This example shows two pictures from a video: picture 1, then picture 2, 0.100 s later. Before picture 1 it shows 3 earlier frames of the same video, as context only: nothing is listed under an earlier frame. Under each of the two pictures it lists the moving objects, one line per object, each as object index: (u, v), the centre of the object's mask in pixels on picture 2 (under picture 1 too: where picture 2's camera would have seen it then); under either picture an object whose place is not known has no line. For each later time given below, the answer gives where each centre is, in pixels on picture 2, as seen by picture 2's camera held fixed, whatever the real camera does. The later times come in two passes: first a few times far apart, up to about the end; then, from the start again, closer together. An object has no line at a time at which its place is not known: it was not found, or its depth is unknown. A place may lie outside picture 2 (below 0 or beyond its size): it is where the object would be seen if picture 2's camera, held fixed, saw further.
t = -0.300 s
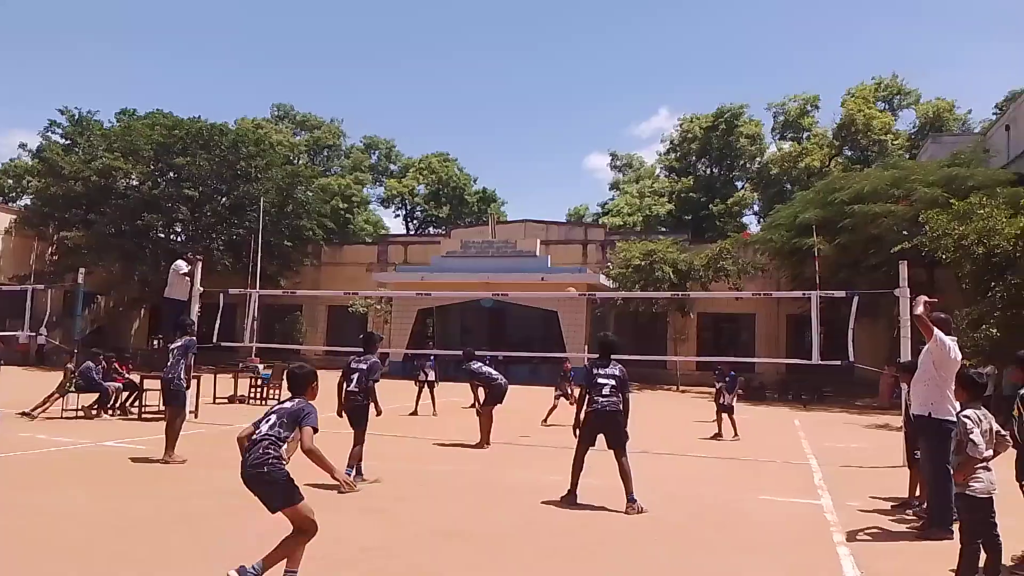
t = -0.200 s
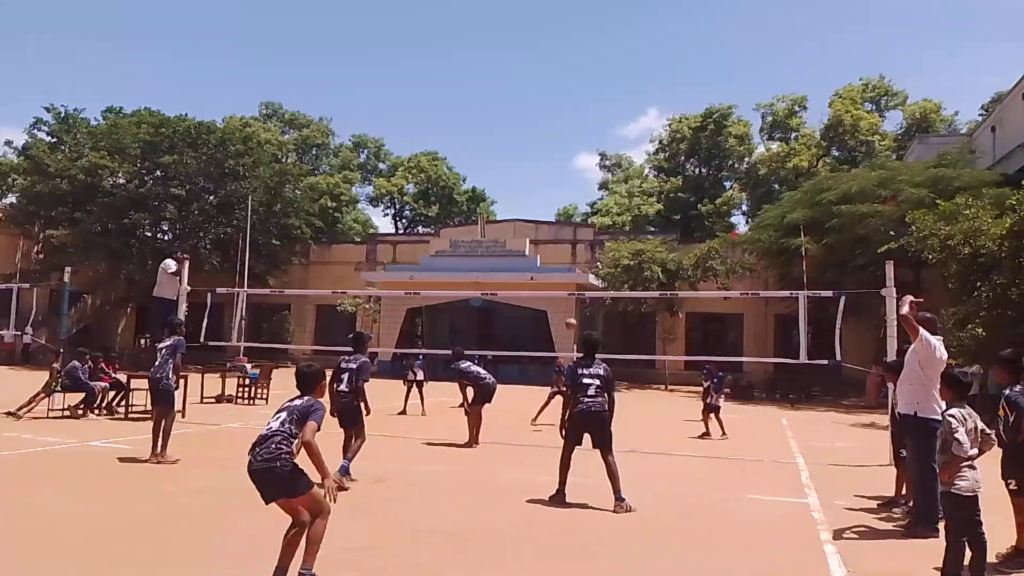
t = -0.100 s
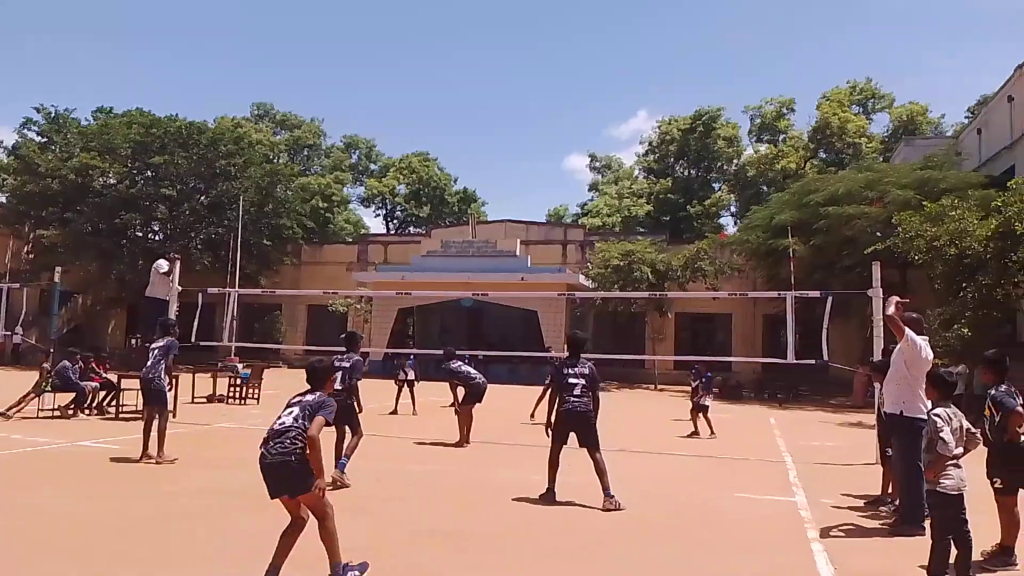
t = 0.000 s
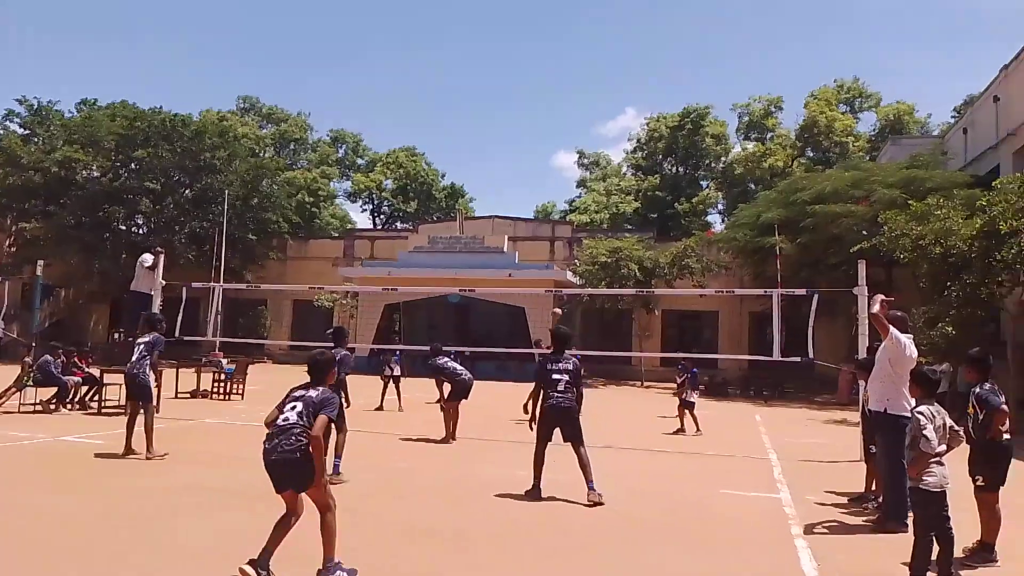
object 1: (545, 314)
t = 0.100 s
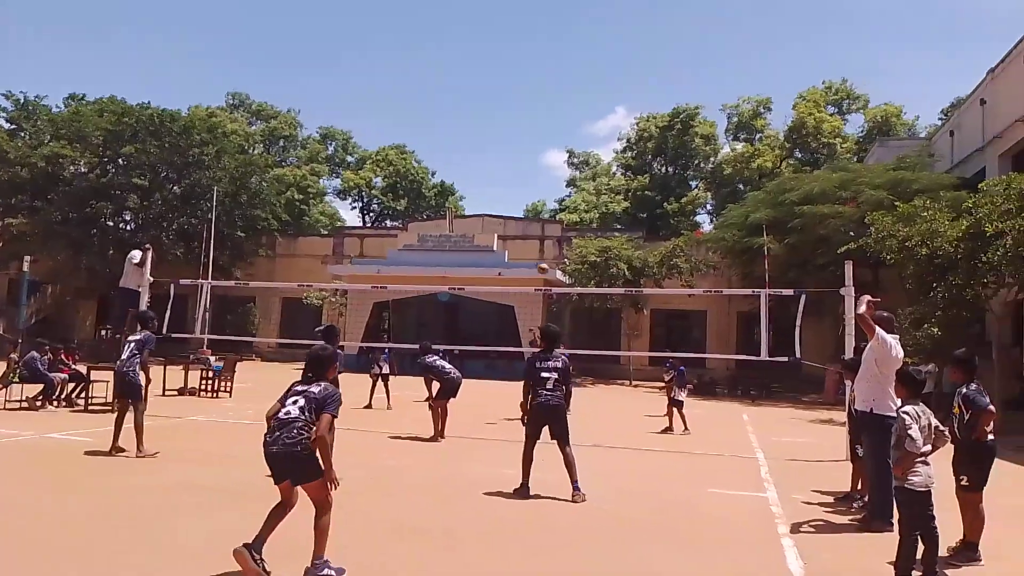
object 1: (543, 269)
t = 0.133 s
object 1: (542, 255)
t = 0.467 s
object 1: (528, 145)
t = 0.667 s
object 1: (516, 102)
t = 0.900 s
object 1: (500, 81)
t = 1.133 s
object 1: (477, 95)
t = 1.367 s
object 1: (450, 149)
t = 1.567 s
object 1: (424, 237)
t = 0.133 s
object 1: (542, 255)
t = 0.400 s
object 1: (531, 164)
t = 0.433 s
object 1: (530, 154)
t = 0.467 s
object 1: (528, 145)
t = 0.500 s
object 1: (526, 137)
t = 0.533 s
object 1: (525, 129)
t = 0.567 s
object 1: (523, 121)
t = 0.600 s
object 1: (520, 115)
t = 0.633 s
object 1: (519, 108)
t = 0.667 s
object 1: (516, 102)
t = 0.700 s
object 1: (514, 96)
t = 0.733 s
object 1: (512, 92)
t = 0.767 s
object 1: (510, 88)
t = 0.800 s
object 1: (507, 86)
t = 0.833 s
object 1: (505, 84)
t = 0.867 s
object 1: (502, 82)
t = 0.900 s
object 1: (500, 81)
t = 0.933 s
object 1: (496, 81)
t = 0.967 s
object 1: (494, 81)
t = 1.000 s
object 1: (490, 82)
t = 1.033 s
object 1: (487, 84)
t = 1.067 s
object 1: (484, 87)
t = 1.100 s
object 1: (481, 90)
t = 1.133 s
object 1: (477, 95)
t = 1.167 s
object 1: (473, 100)
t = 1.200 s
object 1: (469, 106)
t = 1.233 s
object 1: (465, 113)
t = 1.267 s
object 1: (462, 120)
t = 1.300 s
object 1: (458, 129)
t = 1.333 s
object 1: (454, 138)
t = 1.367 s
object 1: (450, 149)
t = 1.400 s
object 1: (446, 161)
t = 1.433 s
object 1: (442, 173)
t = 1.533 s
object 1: (430, 218)
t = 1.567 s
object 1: (424, 237)
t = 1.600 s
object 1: (420, 255)
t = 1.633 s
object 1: (414, 275)
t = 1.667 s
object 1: (409, 298)
